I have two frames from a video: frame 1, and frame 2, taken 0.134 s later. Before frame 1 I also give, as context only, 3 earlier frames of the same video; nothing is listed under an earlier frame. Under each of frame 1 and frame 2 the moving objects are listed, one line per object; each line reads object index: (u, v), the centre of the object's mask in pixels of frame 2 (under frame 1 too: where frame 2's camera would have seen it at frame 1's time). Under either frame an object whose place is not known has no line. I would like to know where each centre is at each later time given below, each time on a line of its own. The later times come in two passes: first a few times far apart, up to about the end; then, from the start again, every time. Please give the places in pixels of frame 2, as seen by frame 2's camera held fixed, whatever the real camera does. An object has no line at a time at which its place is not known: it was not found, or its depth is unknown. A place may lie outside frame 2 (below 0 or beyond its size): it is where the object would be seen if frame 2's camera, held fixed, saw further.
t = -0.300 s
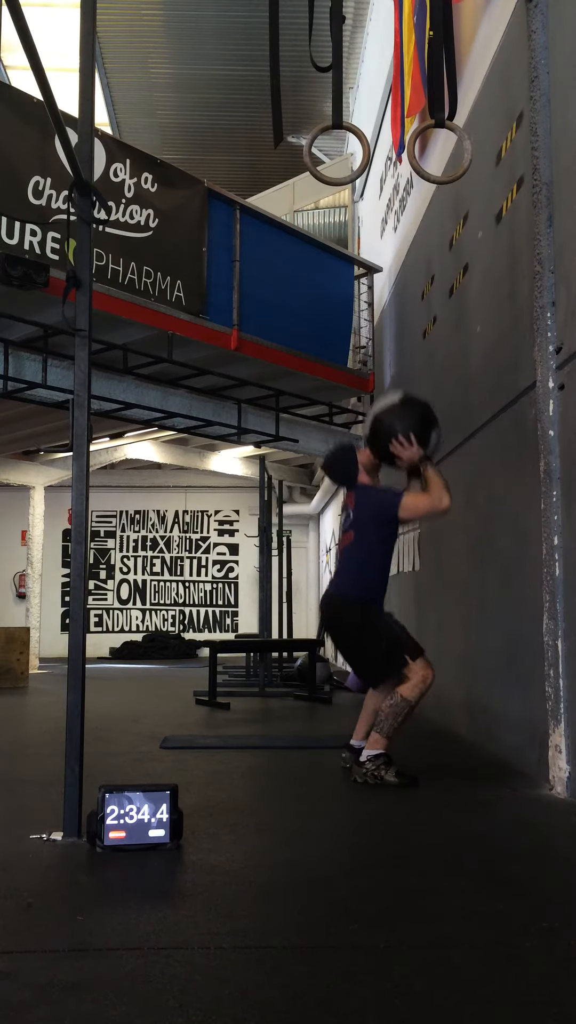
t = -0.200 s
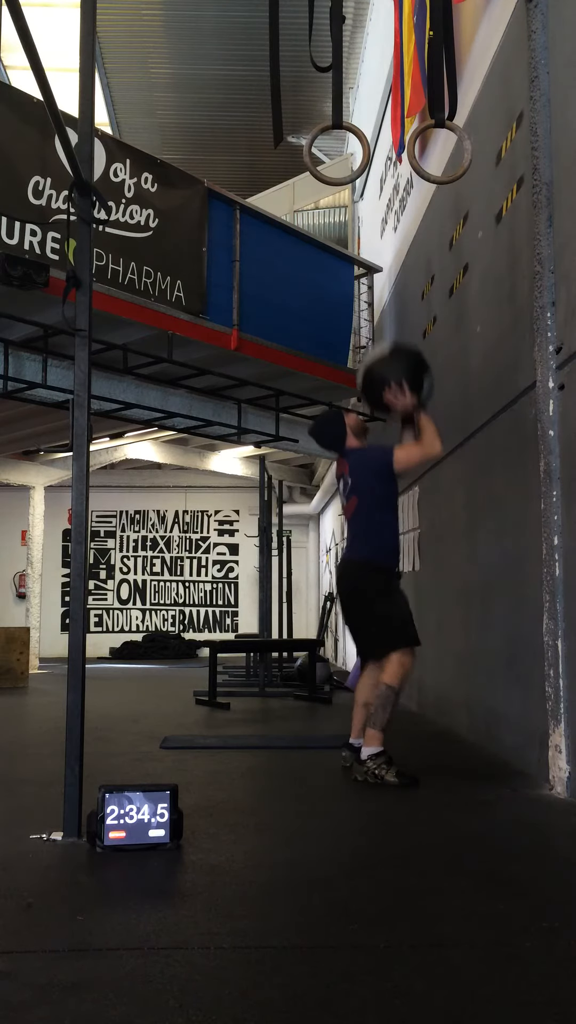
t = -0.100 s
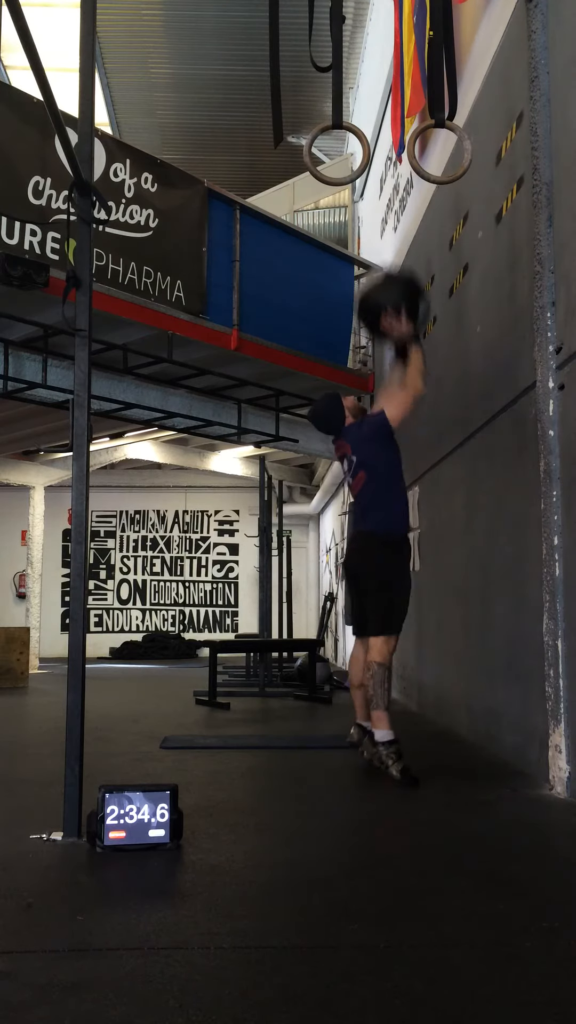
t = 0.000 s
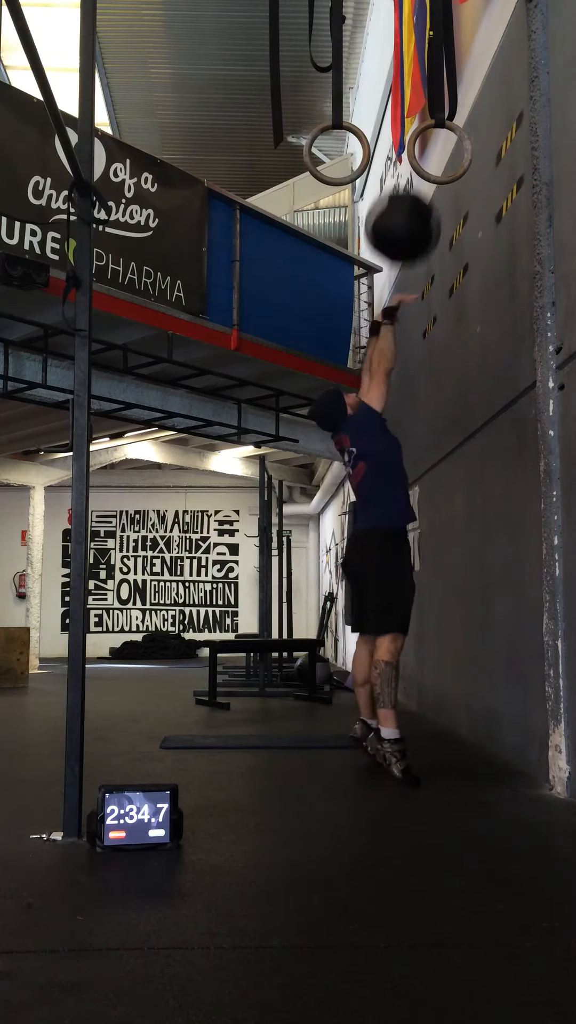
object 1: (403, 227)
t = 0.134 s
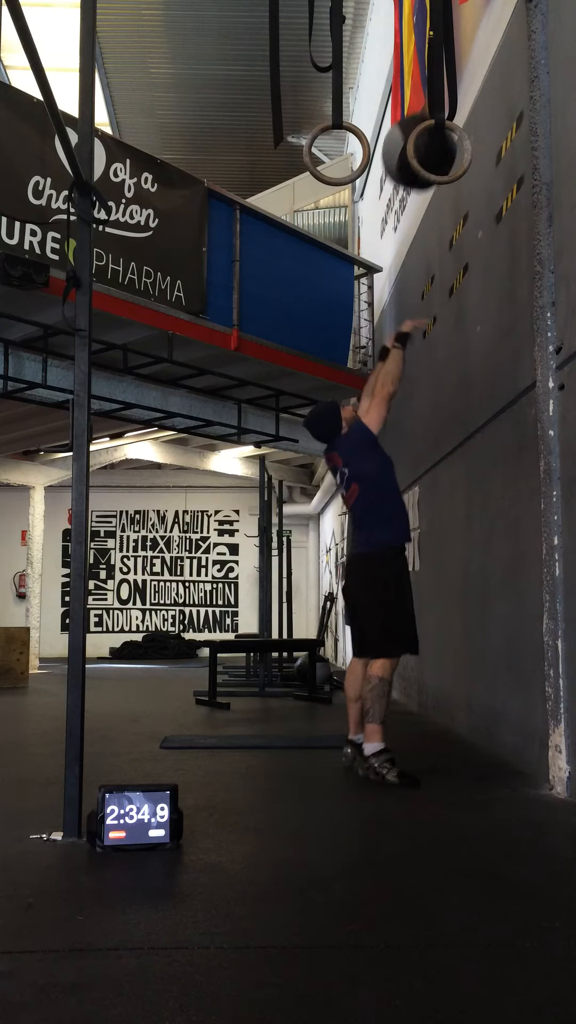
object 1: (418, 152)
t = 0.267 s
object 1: (431, 116)
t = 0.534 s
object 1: (471, 132)
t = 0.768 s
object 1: (470, 251)
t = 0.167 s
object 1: (420, 140)
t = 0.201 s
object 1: (422, 133)
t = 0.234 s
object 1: (428, 119)
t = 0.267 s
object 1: (431, 116)
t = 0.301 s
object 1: (446, 111)
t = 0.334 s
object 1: (447, 107)
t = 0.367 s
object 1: (451, 105)
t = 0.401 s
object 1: (462, 106)
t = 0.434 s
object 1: (464, 110)
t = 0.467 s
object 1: (467, 115)
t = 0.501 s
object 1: (468, 123)
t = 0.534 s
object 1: (471, 132)
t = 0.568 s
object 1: (474, 144)
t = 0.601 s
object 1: (478, 159)
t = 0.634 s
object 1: (483, 177)
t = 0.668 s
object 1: (478, 193)
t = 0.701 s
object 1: (473, 208)
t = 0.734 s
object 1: (470, 228)
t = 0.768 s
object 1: (470, 251)
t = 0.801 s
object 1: (469, 276)
